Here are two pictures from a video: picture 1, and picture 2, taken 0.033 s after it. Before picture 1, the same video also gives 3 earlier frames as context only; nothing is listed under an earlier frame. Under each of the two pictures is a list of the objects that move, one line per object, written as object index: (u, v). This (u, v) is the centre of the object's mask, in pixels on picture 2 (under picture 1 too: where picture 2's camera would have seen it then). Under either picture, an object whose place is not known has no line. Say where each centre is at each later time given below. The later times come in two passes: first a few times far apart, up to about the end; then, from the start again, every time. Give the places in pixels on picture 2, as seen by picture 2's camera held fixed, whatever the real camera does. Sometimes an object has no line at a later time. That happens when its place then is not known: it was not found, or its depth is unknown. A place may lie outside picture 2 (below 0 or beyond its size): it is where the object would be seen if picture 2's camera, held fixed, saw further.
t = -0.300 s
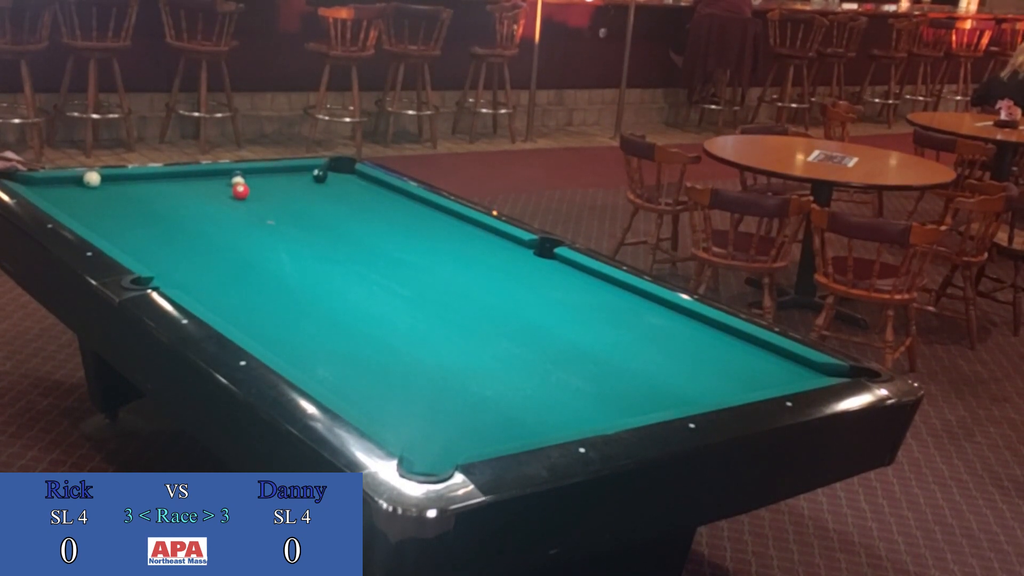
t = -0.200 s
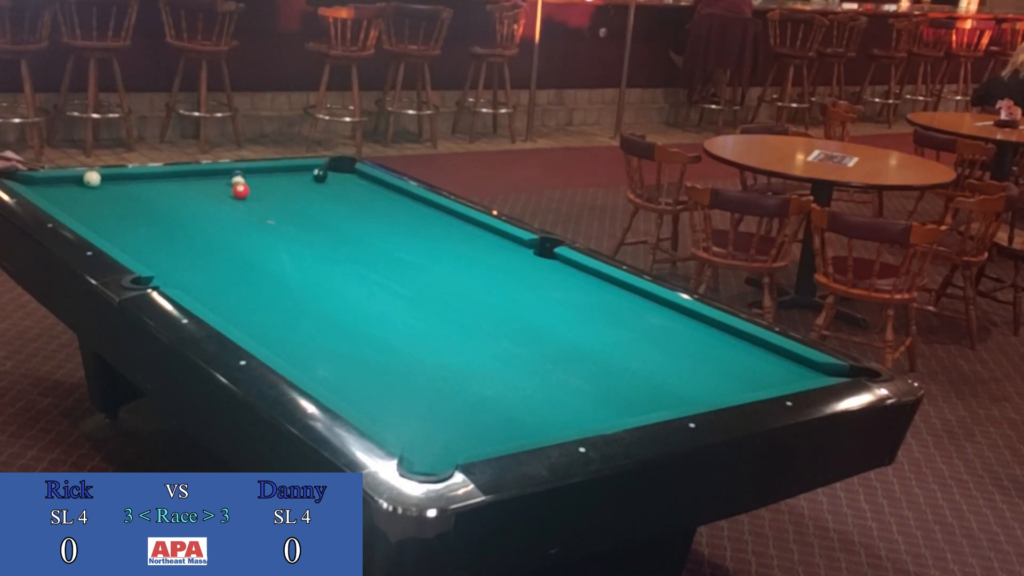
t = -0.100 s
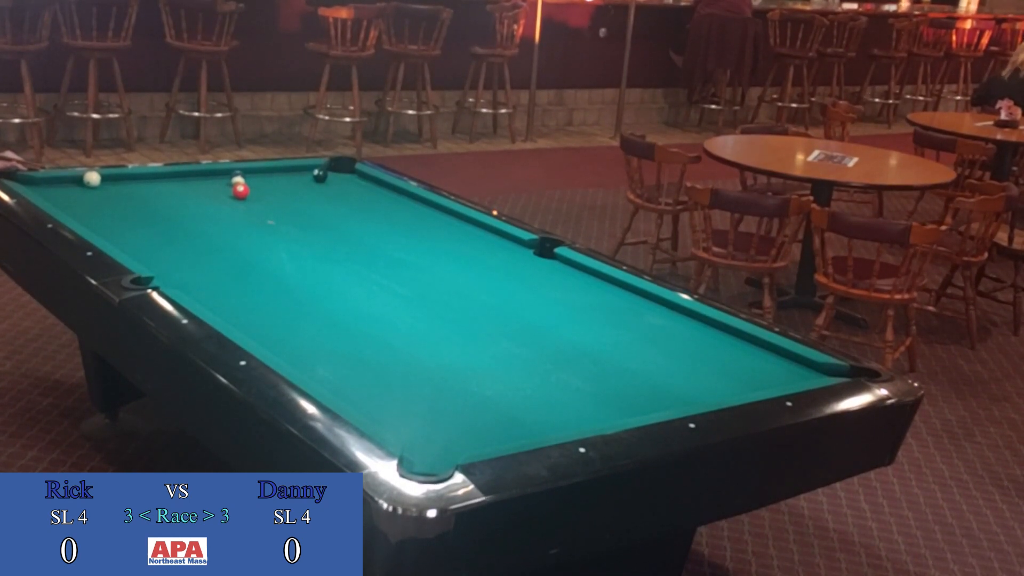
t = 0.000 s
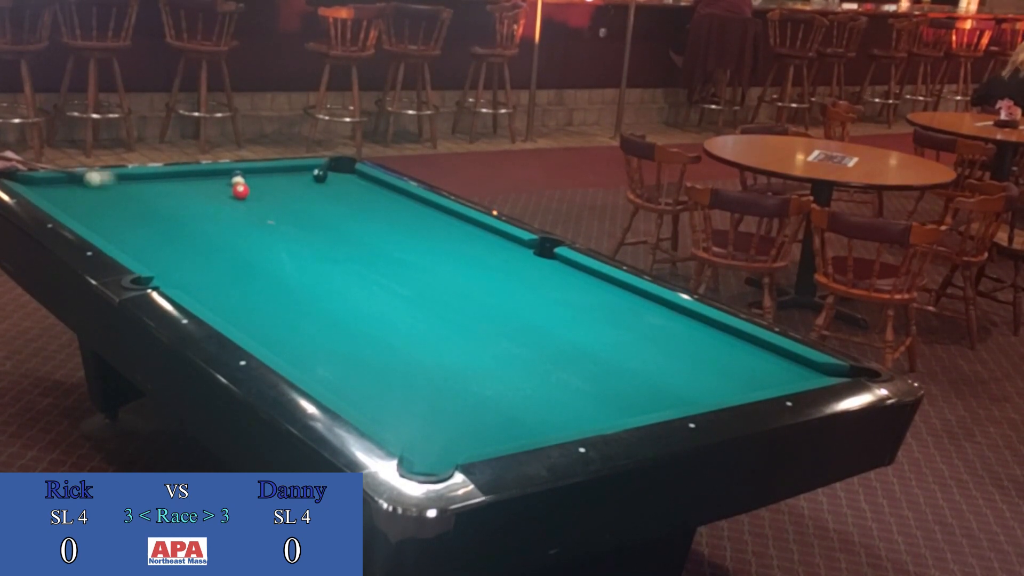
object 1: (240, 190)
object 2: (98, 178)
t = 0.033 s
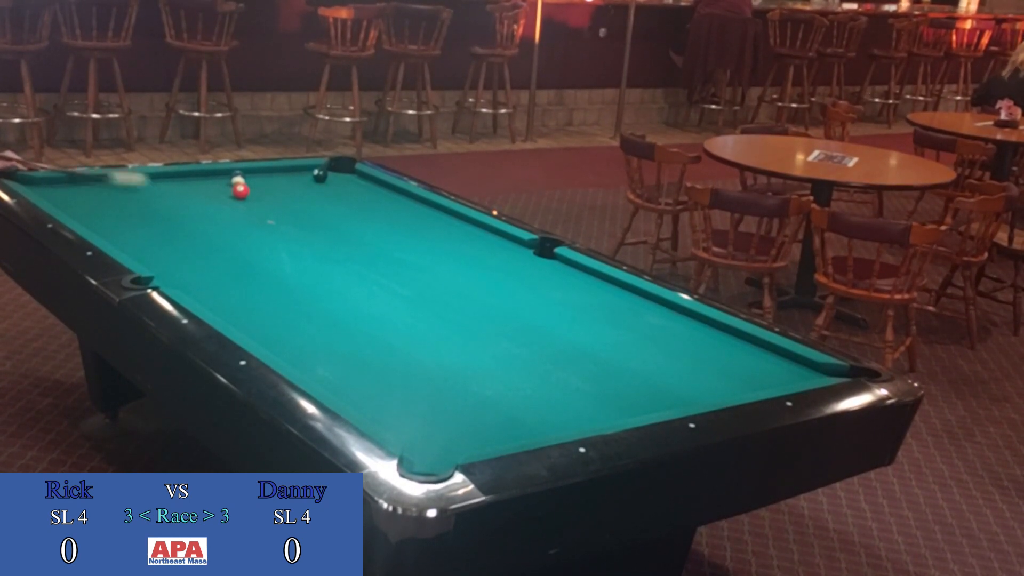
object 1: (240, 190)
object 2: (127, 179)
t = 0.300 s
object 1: (378, 202)
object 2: (242, 190)
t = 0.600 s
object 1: (406, 222)
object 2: (293, 191)
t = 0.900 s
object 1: (364, 243)
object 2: (340, 193)
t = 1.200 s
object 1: (315, 266)
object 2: (385, 195)
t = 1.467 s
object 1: (267, 290)
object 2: (411, 198)
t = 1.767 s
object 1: (231, 313)
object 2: (399, 201)
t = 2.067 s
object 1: (285, 317)
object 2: (388, 204)
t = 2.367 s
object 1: (334, 320)
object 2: (377, 207)
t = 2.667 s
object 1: (380, 323)
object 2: (368, 210)
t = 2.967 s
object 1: (422, 326)
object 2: (360, 212)
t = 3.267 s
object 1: (461, 329)
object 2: (352, 214)
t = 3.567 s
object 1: (496, 331)
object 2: (346, 216)
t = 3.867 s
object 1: (528, 334)
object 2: (341, 217)
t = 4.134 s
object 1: (553, 335)
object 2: (338, 218)
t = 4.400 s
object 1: (576, 337)
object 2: (336, 218)
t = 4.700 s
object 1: (599, 339)
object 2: (335, 218)
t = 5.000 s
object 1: (618, 340)
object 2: (335, 218)
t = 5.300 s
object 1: (635, 341)
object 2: (335, 218)
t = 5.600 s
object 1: (648, 342)
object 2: (335, 218)
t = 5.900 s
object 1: (658, 344)
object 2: (335, 218)
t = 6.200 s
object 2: (335, 218)
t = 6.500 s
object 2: (335, 218)
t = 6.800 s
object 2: (335, 218)
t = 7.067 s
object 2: (335, 218)
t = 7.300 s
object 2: (335, 218)
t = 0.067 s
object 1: (240, 190)
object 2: (161, 183)
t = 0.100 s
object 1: (240, 190)
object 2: (193, 185)
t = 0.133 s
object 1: (243, 190)
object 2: (219, 188)
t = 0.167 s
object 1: (270, 193)
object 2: (226, 189)
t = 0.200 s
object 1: (299, 195)
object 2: (228, 189)
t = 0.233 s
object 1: (326, 197)
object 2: (231, 189)
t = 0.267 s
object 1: (352, 200)
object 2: (236, 189)
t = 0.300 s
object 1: (378, 202)
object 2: (242, 190)
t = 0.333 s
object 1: (403, 204)
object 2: (247, 189)
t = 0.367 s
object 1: (427, 205)
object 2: (253, 189)
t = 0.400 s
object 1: (437, 208)
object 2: (259, 190)
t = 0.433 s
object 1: (431, 211)
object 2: (264, 190)
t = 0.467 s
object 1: (425, 213)
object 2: (270, 190)
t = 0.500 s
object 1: (420, 215)
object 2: (276, 191)
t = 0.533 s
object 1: (415, 218)
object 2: (281, 191)
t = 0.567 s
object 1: (411, 220)
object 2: (287, 191)
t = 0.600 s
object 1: (406, 222)
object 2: (293, 191)
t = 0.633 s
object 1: (402, 224)
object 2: (298, 192)
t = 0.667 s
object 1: (398, 226)
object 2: (303, 192)
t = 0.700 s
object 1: (393, 228)
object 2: (309, 192)
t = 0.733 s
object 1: (388, 231)
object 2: (314, 192)
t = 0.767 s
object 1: (384, 233)
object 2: (319, 192)
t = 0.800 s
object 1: (379, 235)
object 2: (325, 193)
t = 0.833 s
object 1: (374, 238)
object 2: (330, 193)
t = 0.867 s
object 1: (369, 240)
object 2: (335, 193)
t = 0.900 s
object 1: (364, 243)
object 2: (340, 193)
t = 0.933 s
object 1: (359, 245)
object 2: (346, 194)
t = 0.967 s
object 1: (354, 248)
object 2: (351, 194)
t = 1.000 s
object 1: (348, 250)
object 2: (356, 194)
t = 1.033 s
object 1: (343, 253)
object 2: (361, 194)
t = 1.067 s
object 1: (338, 255)
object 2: (366, 195)
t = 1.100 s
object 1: (332, 258)
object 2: (371, 195)
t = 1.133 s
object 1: (327, 261)
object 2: (376, 195)
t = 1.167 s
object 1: (321, 263)
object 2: (380, 195)
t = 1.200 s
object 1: (315, 266)
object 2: (385, 195)
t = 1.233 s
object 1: (310, 269)
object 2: (390, 196)
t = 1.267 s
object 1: (304, 272)
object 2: (395, 196)
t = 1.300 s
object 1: (298, 275)
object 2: (399, 196)
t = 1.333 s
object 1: (292, 277)
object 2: (404, 196)
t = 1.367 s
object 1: (286, 280)
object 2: (409, 197)
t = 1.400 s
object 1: (280, 284)
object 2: (413, 197)
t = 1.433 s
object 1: (274, 286)
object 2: (412, 197)
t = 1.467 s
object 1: (267, 290)
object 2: (411, 198)
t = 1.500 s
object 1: (261, 292)
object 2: (409, 198)
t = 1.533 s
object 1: (254, 296)
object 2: (408, 198)
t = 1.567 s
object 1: (247, 299)
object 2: (406, 199)
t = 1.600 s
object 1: (241, 302)
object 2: (405, 199)
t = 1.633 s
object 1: (234, 305)
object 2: (404, 200)
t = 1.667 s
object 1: (228, 308)
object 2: (403, 200)
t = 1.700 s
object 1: (222, 310)
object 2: (401, 200)
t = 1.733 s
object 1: (224, 311)
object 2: (400, 201)
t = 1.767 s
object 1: (231, 313)
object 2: (399, 201)
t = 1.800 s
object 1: (237, 314)
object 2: (398, 202)
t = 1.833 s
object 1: (243, 314)
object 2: (396, 202)
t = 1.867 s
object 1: (250, 314)
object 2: (395, 202)
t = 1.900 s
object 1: (256, 315)
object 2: (394, 203)
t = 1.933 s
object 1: (261, 315)
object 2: (392, 203)
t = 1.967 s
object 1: (267, 316)
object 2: (391, 203)
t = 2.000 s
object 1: (273, 316)
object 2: (390, 204)
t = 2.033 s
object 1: (279, 316)
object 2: (389, 204)
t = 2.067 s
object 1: (285, 317)
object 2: (388, 204)
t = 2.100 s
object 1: (290, 317)
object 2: (386, 205)
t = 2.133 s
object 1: (296, 318)
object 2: (385, 205)
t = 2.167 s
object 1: (301, 318)
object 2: (384, 206)
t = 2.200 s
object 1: (307, 319)
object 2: (383, 206)
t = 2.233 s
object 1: (312, 319)
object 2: (382, 206)
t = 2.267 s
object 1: (318, 319)
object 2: (381, 206)
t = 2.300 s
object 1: (323, 320)
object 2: (380, 207)
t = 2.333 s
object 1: (329, 320)
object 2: (379, 207)
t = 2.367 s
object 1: (334, 320)
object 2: (377, 207)
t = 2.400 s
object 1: (339, 321)
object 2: (376, 208)
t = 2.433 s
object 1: (345, 321)
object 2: (375, 208)
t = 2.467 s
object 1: (350, 321)
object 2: (374, 208)
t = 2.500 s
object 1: (355, 322)
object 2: (373, 209)
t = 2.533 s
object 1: (360, 322)
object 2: (372, 209)
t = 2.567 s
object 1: (365, 322)
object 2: (371, 209)
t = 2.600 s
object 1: (370, 323)
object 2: (370, 210)
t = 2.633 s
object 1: (375, 323)
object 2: (369, 210)
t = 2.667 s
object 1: (380, 323)
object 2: (368, 210)
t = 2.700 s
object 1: (385, 323)
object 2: (367, 210)
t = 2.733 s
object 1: (390, 324)
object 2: (366, 211)
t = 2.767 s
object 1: (395, 324)
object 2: (365, 211)
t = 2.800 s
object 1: (399, 324)
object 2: (364, 211)
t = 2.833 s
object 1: (404, 325)
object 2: (363, 211)
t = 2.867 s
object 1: (408, 325)
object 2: (362, 212)
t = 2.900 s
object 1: (413, 325)
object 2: (362, 212)
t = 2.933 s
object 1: (418, 326)
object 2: (361, 212)
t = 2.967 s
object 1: (422, 326)
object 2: (360, 212)
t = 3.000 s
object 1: (427, 326)
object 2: (359, 213)
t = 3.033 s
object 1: (431, 327)
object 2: (358, 213)
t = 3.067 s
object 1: (435, 327)
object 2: (357, 213)
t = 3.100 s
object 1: (440, 327)
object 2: (356, 213)
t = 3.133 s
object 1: (444, 328)
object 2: (356, 214)
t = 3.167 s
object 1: (448, 328)
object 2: (355, 214)
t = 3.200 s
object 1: (452, 328)
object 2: (354, 214)
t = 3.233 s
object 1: (457, 328)
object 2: (353, 214)
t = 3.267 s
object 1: (461, 329)
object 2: (352, 214)
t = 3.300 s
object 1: (465, 329)
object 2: (352, 215)
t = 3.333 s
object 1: (469, 329)
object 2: (351, 215)
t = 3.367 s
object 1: (473, 329)
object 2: (350, 215)
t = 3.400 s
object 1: (477, 330)
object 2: (349, 215)
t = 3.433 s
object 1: (481, 330)
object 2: (349, 215)
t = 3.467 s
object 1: (485, 330)
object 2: (348, 215)
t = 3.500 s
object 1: (489, 331)
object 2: (347, 215)
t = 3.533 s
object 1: (492, 331)
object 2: (347, 216)
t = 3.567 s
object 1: (496, 331)
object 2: (346, 216)
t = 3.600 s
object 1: (500, 332)
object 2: (345, 216)
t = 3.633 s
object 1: (503, 332)
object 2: (345, 216)
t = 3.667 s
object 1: (507, 332)
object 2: (344, 216)
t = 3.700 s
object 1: (511, 332)
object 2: (343, 217)
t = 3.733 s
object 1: (514, 333)
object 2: (343, 217)
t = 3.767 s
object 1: (518, 333)
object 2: (342, 216)
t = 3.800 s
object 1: (521, 333)
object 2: (342, 217)
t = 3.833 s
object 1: (524, 333)
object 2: (341, 217)
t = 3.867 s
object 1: (528, 334)
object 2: (341, 217)
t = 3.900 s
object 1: (531, 334)
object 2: (340, 217)
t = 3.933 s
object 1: (535, 334)
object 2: (340, 217)
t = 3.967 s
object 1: (538, 334)
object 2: (339, 217)
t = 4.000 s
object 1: (541, 335)
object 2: (339, 217)
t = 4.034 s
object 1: (544, 335)
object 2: (339, 217)
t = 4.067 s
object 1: (547, 335)
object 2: (338, 217)
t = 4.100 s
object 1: (550, 335)
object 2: (338, 217)
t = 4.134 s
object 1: (553, 335)
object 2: (338, 218)
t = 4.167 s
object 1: (557, 336)
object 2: (337, 218)
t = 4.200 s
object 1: (560, 336)
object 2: (337, 218)
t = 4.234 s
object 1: (562, 336)
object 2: (337, 218)
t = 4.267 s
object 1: (565, 336)
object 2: (336, 218)
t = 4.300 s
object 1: (568, 336)
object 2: (336, 218)
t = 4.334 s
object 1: (571, 337)
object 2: (336, 218)
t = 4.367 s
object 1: (574, 337)
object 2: (336, 218)
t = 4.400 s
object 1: (576, 337)
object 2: (336, 218)
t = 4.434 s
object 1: (579, 337)
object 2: (336, 218)
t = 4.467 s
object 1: (582, 338)
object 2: (335, 218)
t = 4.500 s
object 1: (584, 338)
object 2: (335, 218)
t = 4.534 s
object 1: (587, 338)
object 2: (335, 218)
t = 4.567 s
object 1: (590, 338)
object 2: (335, 218)
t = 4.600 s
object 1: (592, 338)
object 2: (335, 218)
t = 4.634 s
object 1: (594, 338)
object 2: (335, 218)
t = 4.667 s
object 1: (597, 339)
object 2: (335, 218)
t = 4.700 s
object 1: (599, 339)
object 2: (335, 218)
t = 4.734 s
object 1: (601, 339)
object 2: (335, 218)
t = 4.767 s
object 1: (604, 339)
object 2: (335, 218)
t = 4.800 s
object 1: (606, 339)
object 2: (335, 218)
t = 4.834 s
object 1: (608, 339)
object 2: (335, 218)
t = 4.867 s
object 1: (610, 340)
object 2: (335, 218)
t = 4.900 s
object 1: (612, 340)
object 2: (335, 218)
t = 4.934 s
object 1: (614, 340)
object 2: (335, 218)
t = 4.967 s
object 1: (616, 340)
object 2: (335, 218)
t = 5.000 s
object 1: (618, 340)
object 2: (335, 218)
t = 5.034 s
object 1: (621, 340)
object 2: (335, 218)
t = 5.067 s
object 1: (623, 340)
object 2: (335, 218)
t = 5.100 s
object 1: (625, 341)
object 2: (335, 218)
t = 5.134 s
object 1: (626, 341)
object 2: (335, 218)
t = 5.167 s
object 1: (628, 341)
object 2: (335, 218)
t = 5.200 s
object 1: (630, 341)
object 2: (335, 218)
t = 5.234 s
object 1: (632, 341)
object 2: (335, 218)
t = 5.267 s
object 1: (633, 341)
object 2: (335, 218)
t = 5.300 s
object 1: (635, 341)
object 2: (335, 218)
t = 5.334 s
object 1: (636, 342)
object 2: (335, 218)
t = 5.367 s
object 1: (638, 342)
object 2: (335, 218)
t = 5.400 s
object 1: (640, 342)
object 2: (335, 218)
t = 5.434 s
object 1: (641, 342)
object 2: (335, 218)
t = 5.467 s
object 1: (642, 342)
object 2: (335, 218)
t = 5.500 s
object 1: (644, 342)
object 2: (335, 218)
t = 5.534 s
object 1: (645, 343)
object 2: (335, 218)
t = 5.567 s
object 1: (647, 342)
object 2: (335, 218)
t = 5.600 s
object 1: (648, 342)
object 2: (335, 218)
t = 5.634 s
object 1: (649, 343)
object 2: (335, 218)
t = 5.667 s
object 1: (650, 343)
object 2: (335, 218)
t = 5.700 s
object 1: (652, 343)
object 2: (335, 218)
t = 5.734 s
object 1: (653, 343)
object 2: (335, 218)
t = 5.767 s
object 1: (654, 343)
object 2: (335, 218)
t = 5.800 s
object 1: (655, 343)
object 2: (335, 218)
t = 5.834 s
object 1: (656, 343)
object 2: (335, 218)
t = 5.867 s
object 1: (657, 343)
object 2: (335, 218)
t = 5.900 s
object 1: (658, 344)
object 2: (335, 218)
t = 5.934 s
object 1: (659, 344)
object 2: (335, 218)
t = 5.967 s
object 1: (660, 344)
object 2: (335, 218)
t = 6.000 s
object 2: (335, 218)
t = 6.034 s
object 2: (335, 218)
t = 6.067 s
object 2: (335, 218)
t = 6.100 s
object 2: (335, 218)
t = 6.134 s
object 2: (335, 218)
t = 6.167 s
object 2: (335, 218)
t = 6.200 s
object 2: (335, 218)
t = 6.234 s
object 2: (335, 218)
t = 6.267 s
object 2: (335, 218)
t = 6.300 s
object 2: (335, 218)
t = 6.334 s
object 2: (335, 218)
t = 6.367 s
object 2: (335, 218)
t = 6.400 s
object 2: (335, 218)
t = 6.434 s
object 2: (335, 218)
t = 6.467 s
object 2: (335, 218)
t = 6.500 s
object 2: (335, 218)
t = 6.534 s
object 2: (335, 218)
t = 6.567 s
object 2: (335, 218)
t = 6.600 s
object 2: (335, 218)
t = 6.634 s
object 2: (335, 218)
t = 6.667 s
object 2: (335, 218)
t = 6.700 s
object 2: (335, 218)
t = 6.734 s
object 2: (335, 218)
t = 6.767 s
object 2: (335, 218)
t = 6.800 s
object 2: (335, 218)
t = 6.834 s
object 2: (335, 218)
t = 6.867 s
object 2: (335, 218)
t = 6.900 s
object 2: (335, 218)
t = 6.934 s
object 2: (335, 218)
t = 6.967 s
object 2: (335, 218)
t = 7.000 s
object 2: (335, 218)
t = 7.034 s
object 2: (335, 218)
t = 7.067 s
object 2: (335, 218)
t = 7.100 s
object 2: (335, 218)
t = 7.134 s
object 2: (335, 218)
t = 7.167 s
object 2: (335, 218)
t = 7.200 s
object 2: (335, 218)
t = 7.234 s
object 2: (335, 218)
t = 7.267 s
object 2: (335, 218)
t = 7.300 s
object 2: (335, 218)
